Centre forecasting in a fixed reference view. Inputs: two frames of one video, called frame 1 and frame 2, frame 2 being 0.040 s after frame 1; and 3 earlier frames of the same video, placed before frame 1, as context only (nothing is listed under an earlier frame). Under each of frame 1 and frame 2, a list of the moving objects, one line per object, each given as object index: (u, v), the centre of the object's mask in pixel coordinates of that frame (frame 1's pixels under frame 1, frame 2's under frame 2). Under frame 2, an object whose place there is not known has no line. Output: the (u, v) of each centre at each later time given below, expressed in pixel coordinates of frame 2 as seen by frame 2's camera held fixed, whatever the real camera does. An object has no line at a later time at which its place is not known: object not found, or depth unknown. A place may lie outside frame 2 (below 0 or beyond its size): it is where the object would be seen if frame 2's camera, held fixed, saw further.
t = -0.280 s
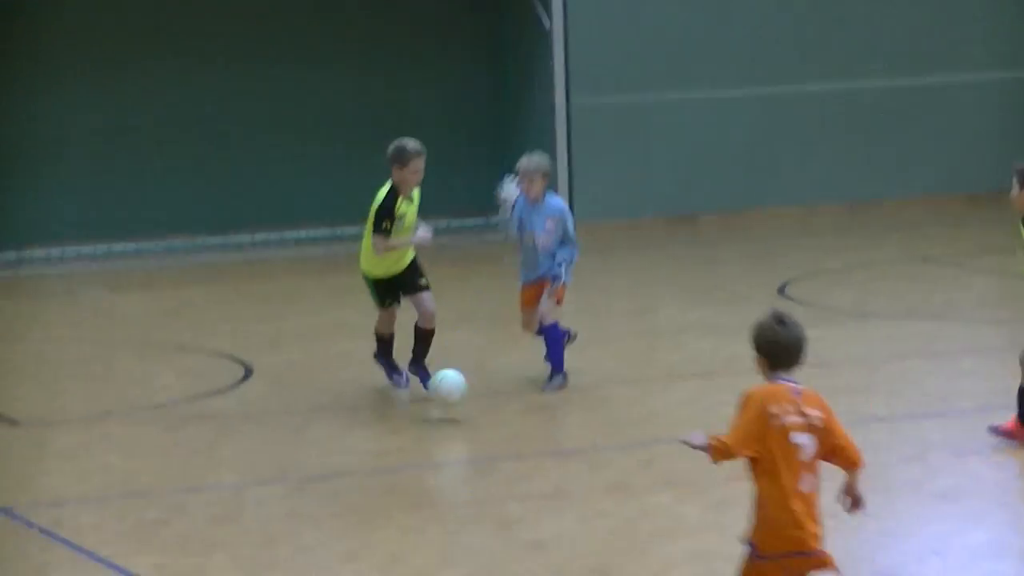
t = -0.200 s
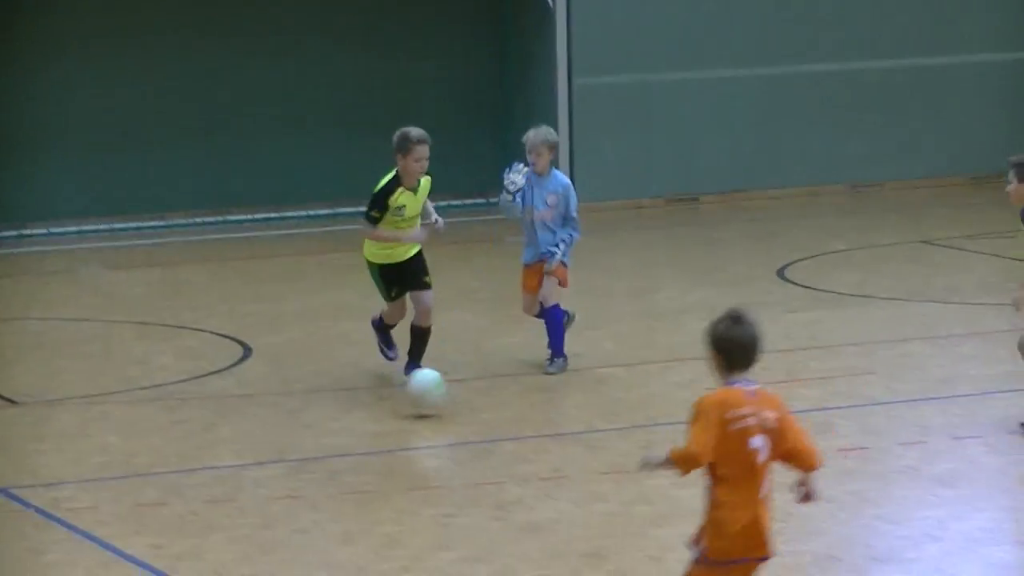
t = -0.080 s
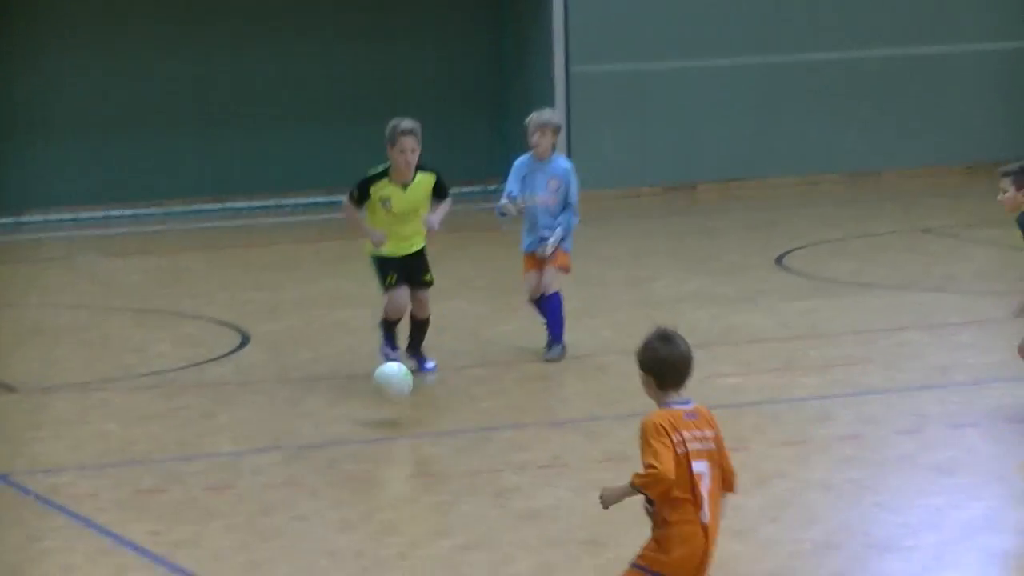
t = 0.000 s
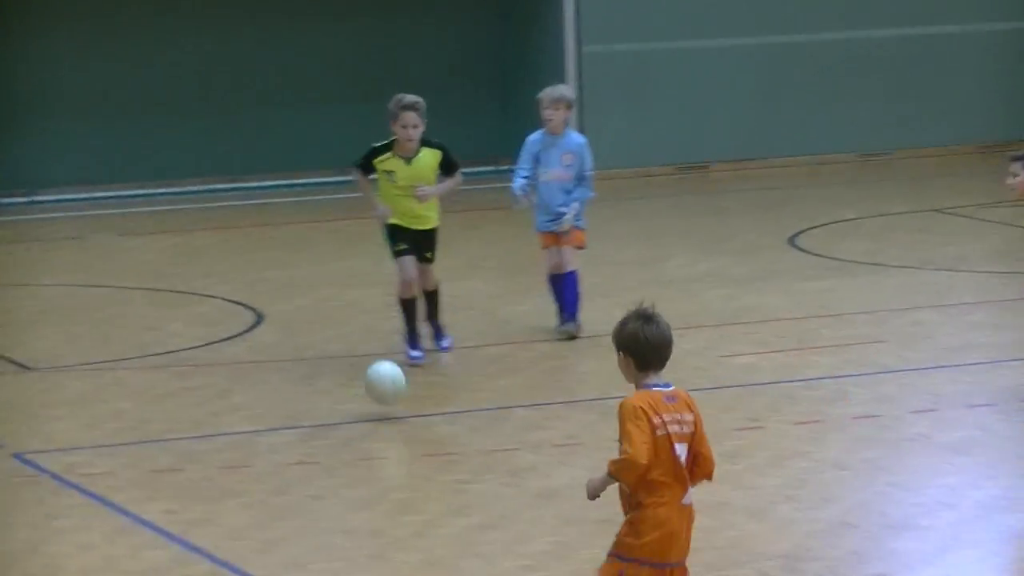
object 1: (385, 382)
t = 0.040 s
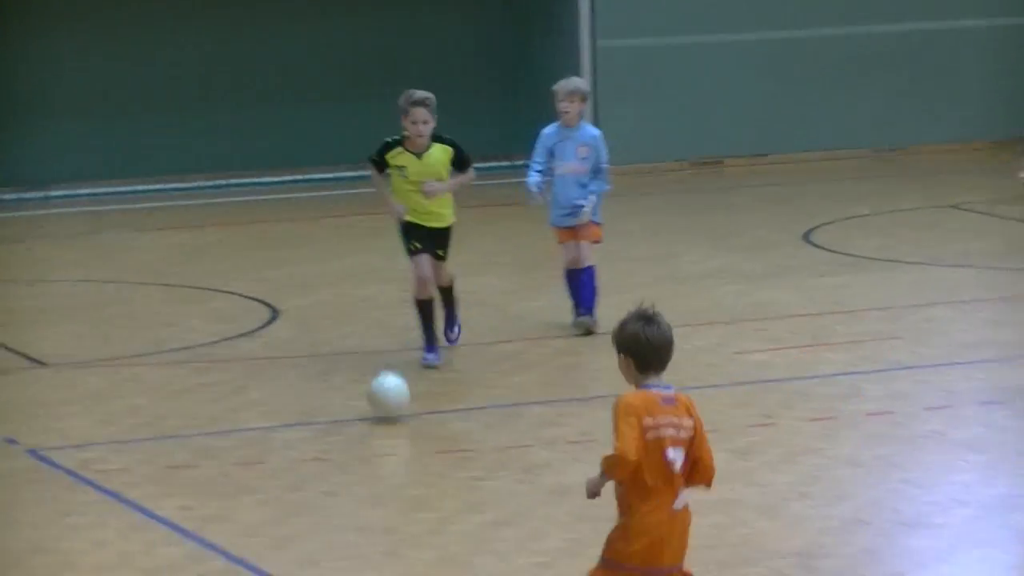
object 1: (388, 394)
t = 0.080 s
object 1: (377, 402)
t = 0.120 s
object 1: (367, 401)
